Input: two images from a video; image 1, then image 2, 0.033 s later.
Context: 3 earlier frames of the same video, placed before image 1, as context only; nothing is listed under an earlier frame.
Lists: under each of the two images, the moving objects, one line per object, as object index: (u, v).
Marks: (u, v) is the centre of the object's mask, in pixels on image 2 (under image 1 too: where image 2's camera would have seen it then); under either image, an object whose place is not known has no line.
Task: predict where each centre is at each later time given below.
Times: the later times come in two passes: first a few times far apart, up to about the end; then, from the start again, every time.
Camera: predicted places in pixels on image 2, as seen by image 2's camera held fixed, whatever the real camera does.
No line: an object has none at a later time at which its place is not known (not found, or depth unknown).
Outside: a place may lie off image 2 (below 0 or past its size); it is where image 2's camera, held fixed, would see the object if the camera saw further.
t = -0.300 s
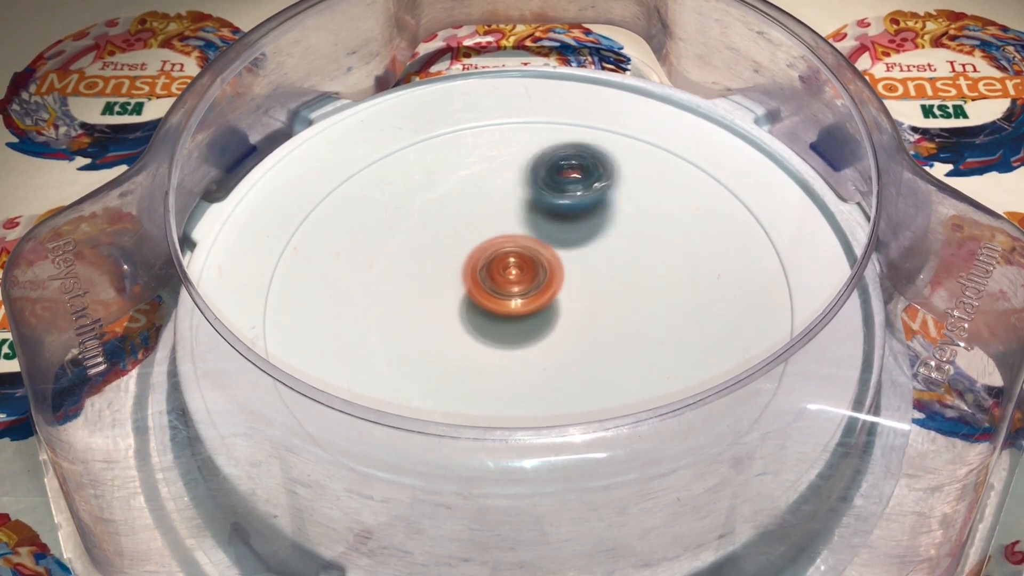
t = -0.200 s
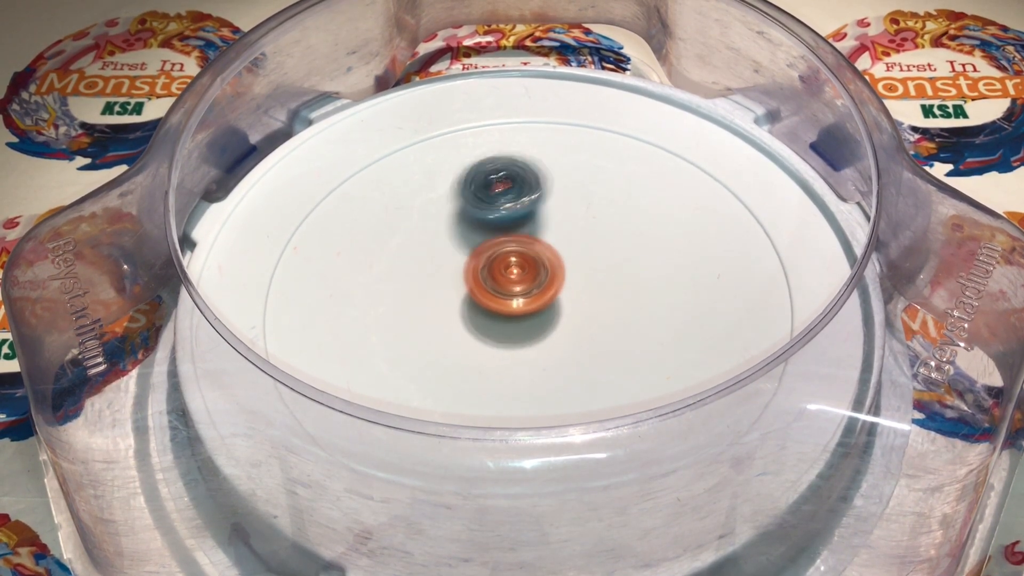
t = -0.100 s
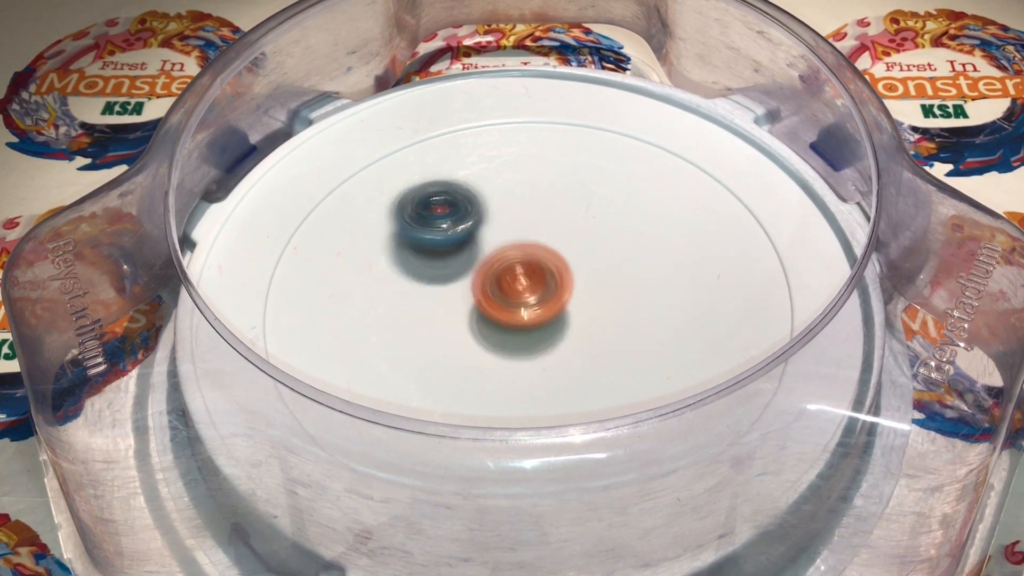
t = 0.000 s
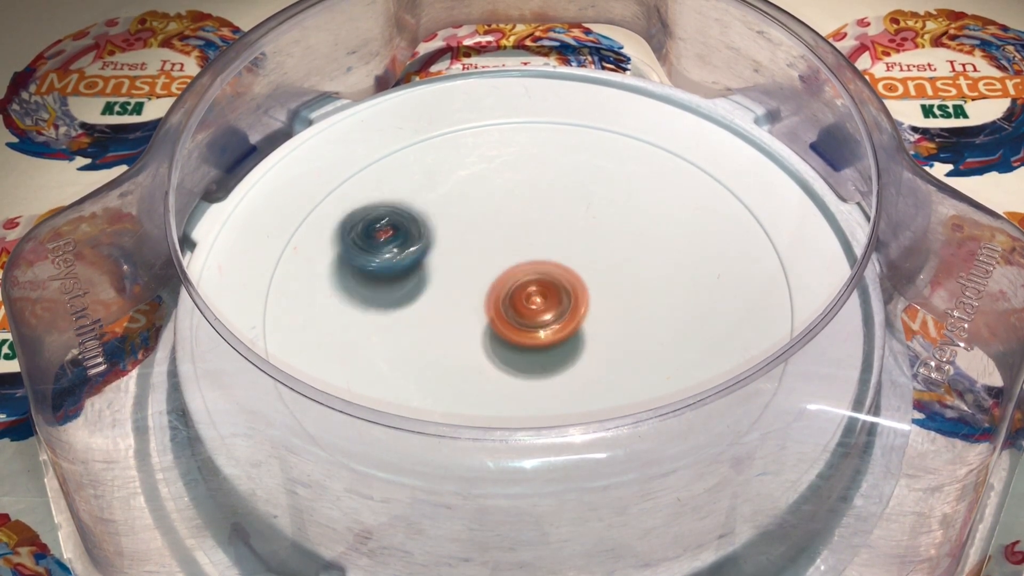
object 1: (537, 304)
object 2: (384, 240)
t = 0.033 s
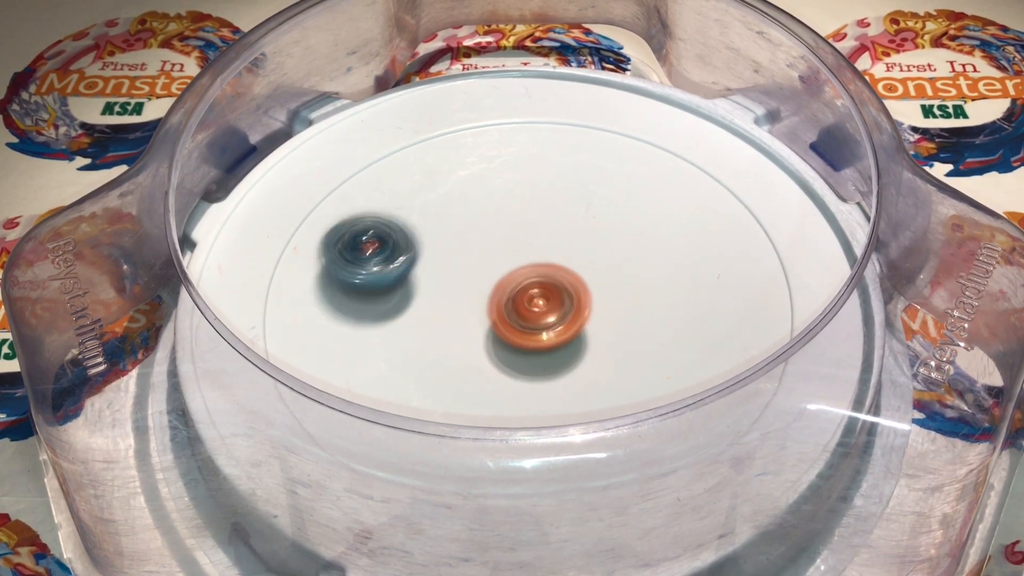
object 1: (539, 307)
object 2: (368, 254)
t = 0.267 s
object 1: (539, 299)
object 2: (401, 365)
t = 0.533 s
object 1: (535, 275)
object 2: (600, 358)
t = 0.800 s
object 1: (512, 261)
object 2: (647, 236)
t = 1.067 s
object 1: (486, 269)
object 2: (509, 183)
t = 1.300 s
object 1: (486, 295)
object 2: (407, 240)
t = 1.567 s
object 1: (606, 352)
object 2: (395, 300)
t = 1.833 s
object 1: (720, 343)
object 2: (330, 273)
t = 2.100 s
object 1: (634, 314)
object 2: (463, 259)
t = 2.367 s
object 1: (534, 323)
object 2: (557, 190)
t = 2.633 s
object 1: (452, 277)
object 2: (593, 156)
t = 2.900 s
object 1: (451, 234)
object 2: (582, 253)
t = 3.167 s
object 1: (507, 231)
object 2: (546, 346)
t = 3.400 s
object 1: (569, 255)
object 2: (485, 394)
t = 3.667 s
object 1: (599, 306)
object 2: (468, 364)
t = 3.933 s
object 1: (555, 346)
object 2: (464, 272)
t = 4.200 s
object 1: (489, 330)
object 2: (489, 193)
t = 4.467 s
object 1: (448, 278)
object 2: (502, 189)
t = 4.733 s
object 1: (435, 259)
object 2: (593, 235)
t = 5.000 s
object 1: (500, 266)
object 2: (614, 306)
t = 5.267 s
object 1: (525, 251)
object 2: (570, 388)
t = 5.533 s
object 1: (531, 264)
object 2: (502, 356)
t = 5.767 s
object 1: (560, 220)
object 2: (489, 339)
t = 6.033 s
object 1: (553, 230)
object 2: (542, 336)
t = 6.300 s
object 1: (523, 248)
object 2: (546, 361)
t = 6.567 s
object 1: (488, 250)
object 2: (497, 345)
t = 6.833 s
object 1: (479, 242)
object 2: (525, 320)
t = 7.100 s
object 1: (490, 253)
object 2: (559, 331)
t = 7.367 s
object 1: (487, 274)
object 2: (527, 360)
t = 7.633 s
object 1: (484, 262)
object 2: (485, 362)
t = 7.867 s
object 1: (502, 241)
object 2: (483, 345)
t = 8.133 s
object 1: (524, 252)
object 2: (535, 338)
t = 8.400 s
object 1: (533, 256)
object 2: (535, 357)
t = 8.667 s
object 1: (539, 248)
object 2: (464, 313)
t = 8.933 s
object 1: (532, 248)
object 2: (424, 293)
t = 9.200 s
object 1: (518, 250)
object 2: (462, 310)
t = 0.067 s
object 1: (541, 307)
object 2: (358, 268)
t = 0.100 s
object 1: (541, 307)
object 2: (351, 285)
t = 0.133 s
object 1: (541, 306)
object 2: (349, 302)
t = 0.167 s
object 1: (541, 304)
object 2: (354, 320)
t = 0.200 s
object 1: (541, 303)
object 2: (365, 338)
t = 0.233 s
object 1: (540, 301)
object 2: (380, 353)
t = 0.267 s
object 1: (539, 299)
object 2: (401, 365)
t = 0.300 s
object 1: (538, 297)
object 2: (425, 374)
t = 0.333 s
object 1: (538, 296)
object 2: (450, 379)
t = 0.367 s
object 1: (538, 294)
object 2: (479, 380)
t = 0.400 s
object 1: (537, 292)
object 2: (505, 381)
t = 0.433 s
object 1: (537, 291)
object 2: (531, 375)
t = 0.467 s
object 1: (537, 288)
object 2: (555, 371)
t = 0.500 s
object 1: (537, 280)
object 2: (578, 367)
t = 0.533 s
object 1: (535, 275)
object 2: (600, 358)
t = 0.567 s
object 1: (533, 273)
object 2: (621, 347)
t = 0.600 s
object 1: (530, 270)
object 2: (636, 333)
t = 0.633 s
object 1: (527, 268)
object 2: (649, 317)
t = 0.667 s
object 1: (524, 266)
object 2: (658, 300)
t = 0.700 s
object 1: (521, 264)
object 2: (662, 283)
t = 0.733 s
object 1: (518, 263)
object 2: (662, 268)
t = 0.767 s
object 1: (515, 262)
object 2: (656, 251)
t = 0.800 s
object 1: (512, 261)
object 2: (647, 236)
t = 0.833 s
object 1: (510, 260)
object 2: (634, 222)
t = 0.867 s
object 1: (508, 260)
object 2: (619, 212)
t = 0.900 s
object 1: (506, 259)
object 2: (601, 203)
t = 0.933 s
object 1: (504, 259)
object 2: (581, 198)
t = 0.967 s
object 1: (503, 259)
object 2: (561, 194)
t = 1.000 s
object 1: (495, 264)
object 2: (546, 188)
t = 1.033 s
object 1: (489, 267)
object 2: (528, 184)
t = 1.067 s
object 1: (486, 269)
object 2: (509, 183)
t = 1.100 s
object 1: (484, 270)
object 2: (490, 186)
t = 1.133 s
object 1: (482, 271)
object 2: (471, 191)
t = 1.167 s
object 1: (481, 274)
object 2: (454, 198)
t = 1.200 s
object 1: (481, 282)
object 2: (438, 203)
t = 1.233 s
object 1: (482, 288)
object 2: (425, 213)
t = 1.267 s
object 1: (484, 292)
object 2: (414, 225)
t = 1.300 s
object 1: (486, 295)
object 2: (407, 240)
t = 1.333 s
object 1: (497, 305)
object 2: (400, 250)
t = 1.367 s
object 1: (508, 313)
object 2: (394, 261)
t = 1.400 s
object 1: (517, 320)
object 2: (392, 273)
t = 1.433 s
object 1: (524, 325)
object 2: (397, 288)
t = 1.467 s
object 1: (529, 328)
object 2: (407, 301)
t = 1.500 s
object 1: (534, 329)
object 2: (421, 312)
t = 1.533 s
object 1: (560, 338)
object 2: (420, 313)
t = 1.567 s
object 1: (606, 352)
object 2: (395, 300)
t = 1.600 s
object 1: (646, 360)
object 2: (376, 289)
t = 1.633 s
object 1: (675, 361)
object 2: (363, 283)
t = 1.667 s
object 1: (694, 358)
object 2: (351, 278)
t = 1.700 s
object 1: (706, 355)
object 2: (339, 273)
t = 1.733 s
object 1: (720, 360)
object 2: (330, 271)
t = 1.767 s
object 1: (719, 349)
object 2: (325, 271)
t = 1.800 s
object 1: (721, 346)
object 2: (325, 271)
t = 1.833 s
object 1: (720, 343)
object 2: (330, 273)
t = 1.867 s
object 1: (716, 340)
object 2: (340, 277)
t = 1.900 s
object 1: (708, 336)
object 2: (355, 278)
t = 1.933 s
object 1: (697, 330)
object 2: (373, 277)
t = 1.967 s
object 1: (686, 327)
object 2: (392, 274)
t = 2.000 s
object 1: (673, 324)
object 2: (411, 271)
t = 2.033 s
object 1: (661, 320)
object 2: (429, 268)
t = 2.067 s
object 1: (647, 318)
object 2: (446, 263)
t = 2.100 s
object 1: (634, 314)
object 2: (463, 259)
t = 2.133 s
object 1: (622, 311)
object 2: (479, 255)
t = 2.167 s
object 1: (610, 307)
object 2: (494, 251)
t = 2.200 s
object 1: (597, 305)
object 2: (510, 247)
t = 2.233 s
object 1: (585, 303)
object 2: (526, 242)
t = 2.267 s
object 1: (574, 314)
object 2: (535, 224)
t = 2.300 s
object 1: (561, 321)
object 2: (541, 209)
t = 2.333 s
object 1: (547, 325)
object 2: (549, 198)
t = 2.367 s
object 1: (534, 323)
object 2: (557, 190)
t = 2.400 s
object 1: (522, 320)
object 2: (565, 180)
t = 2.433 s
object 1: (510, 316)
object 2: (572, 173)
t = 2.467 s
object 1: (498, 311)
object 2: (578, 166)
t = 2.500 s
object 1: (487, 305)
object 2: (584, 160)
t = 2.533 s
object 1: (476, 298)
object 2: (590, 154)
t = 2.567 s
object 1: (467, 291)
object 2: (594, 152)
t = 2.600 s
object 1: (459, 284)
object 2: (595, 152)
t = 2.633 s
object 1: (452, 277)
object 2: (593, 156)
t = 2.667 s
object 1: (447, 269)
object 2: (592, 162)
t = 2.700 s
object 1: (443, 262)
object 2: (589, 172)
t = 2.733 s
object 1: (441, 256)
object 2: (587, 186)
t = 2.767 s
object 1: (441, 250)
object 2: (585, 200)
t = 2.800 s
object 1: (442, 245)
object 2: (585, 214)
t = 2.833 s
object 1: (444, 241)
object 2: (584, 227)
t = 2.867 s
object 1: (447, 237)
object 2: (583, 240)
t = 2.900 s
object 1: (451, 234)
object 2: (582, 253)
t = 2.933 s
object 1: (456, 232)
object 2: (581, 265)
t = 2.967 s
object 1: (462, 231)
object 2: (578, 278)
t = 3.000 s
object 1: (468, 229)
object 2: (575, 289)
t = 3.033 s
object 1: (475, 229)
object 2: (571, 302)
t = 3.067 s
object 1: (482, 230)
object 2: (566, 313)
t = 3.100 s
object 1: (489, 230)
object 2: (561, 324)
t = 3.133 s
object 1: (498, 230)
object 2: (555, 335)
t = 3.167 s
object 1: (507, 231)
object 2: (546, 346)
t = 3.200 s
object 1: (515, 232)
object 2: (538, 355)
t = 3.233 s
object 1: (525, 234)
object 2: (529, 365)
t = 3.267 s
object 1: (534, 237)
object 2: (520, 374)
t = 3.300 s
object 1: (543, 240)
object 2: (511, 382)
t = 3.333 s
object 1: (552, 244)
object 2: (502, 387)
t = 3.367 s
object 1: (561, 249)
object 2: (493, 391)
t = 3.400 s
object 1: (569, 255)
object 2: (485, 394)
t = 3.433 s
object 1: (576, 260)
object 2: (480, 396)
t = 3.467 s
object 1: (583, 266)
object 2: (475, 397)
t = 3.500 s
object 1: (588, 272)
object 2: (474, 396)
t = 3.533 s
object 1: (593, 279)
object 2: (472, 395)
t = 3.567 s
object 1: (596, 286)
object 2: (472, 391)
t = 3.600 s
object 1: (598, 293)
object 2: (471, 385)
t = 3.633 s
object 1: (599, 299)
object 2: (469, 376)
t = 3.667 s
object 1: (599, 306)
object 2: (468, 364)
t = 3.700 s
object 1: (597, 312)
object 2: (467, 351)
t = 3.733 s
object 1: (594, 319)
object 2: (466, 339)
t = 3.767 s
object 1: (590, 323)
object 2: (464, 328)
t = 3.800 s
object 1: (584, 329)
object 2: (463, 316)
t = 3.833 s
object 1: (578, 334)
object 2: (462, 306)
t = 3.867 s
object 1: (570, 339)
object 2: (462, 293)
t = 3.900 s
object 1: (563, 343)
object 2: (463, 282)
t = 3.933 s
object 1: (555, 346)
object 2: (464, 272)
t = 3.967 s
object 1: (547, 348)
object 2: (466, 261)
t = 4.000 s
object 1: (538, 347)
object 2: (469, 249)
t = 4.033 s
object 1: (529, 346)
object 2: (472, 240)
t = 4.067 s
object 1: (521, 348)
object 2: (475, 229)
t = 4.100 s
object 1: (512, 342)
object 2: (479, 220)
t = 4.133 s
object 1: (504, 339)
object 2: (482, 211)
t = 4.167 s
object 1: (496, 335)
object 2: (486, 202)
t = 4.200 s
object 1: (489, 330)
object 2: (489, 193)
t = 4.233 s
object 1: (481, 326)
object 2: (492, 185)
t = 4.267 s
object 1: (474, 320)
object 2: (494, 179)
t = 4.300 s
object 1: (467, 313)
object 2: (495, 174)
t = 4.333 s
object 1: (461, 306)
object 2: (496, 172)
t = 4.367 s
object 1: (456, 299)
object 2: (496, 172)
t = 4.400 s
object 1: (451, 291)
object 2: (497, 176)
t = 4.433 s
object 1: (449, 284)
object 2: (499, 182)
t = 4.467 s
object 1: (448, 278)
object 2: (502, 189)
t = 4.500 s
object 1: (448, 270)
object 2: (506, 199)
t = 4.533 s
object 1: (445, 266)
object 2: (514, 208)
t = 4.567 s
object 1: (433, 265)
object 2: (536, 212)
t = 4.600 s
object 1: (426, 263)
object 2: (552, 216)
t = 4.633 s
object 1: (424, 262)
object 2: (565, 220)
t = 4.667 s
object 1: (426, 261)
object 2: (575, 224)
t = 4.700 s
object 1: (430, 260)
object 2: (585, 228)
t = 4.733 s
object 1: (435, 259)
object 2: (593, 235)
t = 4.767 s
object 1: (441, 259)
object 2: (602, 242)
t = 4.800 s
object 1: (448, 258)
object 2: (608, 250)
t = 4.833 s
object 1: (455, 258)
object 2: (613, 259)
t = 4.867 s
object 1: (463, 258)
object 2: (617, 268)
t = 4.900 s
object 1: (470, 259)
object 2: (619, 277)
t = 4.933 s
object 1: (480, 261)
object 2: (619, 287)
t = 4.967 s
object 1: (490, 263)
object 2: (617, 296)
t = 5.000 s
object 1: (500, 266)
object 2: (614, 306)
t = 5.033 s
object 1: (510, 269)
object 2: (609, 315)
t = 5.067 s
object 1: (520, 272)
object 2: (603, 325)
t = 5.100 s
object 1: (521, 263)
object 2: (603, 343)
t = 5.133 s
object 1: (520, 254)
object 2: (602, 363)
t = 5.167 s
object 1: (522, 249)
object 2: (596, 373)
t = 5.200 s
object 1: (524, 247)
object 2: (587, 382)
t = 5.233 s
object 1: (526, 249)
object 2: (579, 386)
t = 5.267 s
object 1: (525, 251)
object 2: (570, 388)
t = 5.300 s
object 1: (526, 253)
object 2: (560, 380)
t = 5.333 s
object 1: (528, 256)
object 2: (550, 388)
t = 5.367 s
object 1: (528, 258)
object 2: (540, 385)
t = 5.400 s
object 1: (527, 262)
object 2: (530, 381)
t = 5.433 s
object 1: (526, 264)
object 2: (522, 375)
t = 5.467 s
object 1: (526, 267)
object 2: (516, 367)
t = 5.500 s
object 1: (525, 270)
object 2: (512, 358)
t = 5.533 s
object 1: (531, 264)
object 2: (502, 356)
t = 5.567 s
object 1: (542, 246)
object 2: (487, 362)
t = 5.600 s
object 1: (552, 234)
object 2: (477, 367)
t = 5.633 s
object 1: (558, 227)
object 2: (470, 365)
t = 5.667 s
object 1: (561, 224)
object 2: (467, 358)
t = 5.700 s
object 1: (560, 223)
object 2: (472, 349)
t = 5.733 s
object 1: (560, 221)
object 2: (481, 344)
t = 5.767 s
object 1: (560, 220)
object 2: (489, 339)
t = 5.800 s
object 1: (559, 220)
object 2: (497, 337)
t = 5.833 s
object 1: (560, 220)
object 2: (503, 337)
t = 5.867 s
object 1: (559, 220)
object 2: (509, 334)
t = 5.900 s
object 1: (559, 221)
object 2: (517, 334)
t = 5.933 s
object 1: (559, 223)
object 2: (525, 333)
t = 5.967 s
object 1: (557, 225)
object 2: (531, 333)
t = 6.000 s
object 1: (555, 227)
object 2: (537, 334)
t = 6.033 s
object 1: (553, 230)
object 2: (542, 336)
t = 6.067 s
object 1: (551, 232)
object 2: (546, 336)
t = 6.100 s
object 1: (548, 235)
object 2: (550, 338)
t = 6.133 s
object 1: (544, 238)
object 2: (554, 341)
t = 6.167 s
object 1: (541, 240)
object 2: (556, 345)
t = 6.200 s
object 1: (538, 242)
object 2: (557, 347)
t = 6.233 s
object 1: (533, 245)
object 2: (556, 352)
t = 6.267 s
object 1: (529, 246)
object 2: (552, 357)
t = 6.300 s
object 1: (523, 248)
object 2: (546, 361)
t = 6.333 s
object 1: (517, 250)
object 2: (539, 363)
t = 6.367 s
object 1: (513, 251)
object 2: (532, 365)
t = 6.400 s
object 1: (507, 251)
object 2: (524, 365)
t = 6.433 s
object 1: (502, 252)
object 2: (515, 362)
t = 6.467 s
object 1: (498, 252)
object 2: (509, 360)
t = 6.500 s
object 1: (494, 251)
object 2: (503, 356)
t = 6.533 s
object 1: (491, 251)
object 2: (499, 351)
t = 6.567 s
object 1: (488, 250)
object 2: (497, 345)
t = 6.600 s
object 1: (486, 249)
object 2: (497, 340)
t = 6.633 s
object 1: (483, 248)
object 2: (499, 335)
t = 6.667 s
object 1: (482, 247)
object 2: (502, 331)
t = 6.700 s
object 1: (481, 245)
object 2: (508, 328)
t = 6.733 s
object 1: (480, 244)
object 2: (511, 325)
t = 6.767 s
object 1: (479, 243)
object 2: (516, 324)
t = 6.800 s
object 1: (479, 242)
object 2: (520, 322)
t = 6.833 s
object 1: (479, 242)
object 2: (525, 320)
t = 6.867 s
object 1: (481, 242)
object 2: (529, 320)
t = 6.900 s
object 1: (482, 243)
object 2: (535, 320)
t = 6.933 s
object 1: (483, 243)
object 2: (539, 319)
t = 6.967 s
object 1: (485, 245)
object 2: (544, 319)
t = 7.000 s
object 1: (487, 246)
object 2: (548, 321)
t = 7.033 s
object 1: (487, 248)
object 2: (553, 323)
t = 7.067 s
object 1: (489, 250)
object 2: (557, 326)
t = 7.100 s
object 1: (490, 253)
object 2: (559, 331)
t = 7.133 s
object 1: (491, 255)
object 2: (561, 335)
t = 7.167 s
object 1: (491, 258)
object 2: (561, 339)
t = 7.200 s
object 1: (491, 260)
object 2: (558, 345)
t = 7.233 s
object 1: (491, 263)
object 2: (554, 348)
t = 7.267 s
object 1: (490, 266)
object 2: (548, 352)
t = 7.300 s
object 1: (490, 269)
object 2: (542, 355)
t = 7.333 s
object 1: (489, 271)
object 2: (535, 358)
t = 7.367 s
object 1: (487, 274)
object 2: (527, 360)
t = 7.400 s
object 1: (486, 276)
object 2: (517, 358)
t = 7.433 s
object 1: (484, 278)
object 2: (511, 357)
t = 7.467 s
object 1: (483, 278)
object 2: (503, 360)
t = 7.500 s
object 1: (483, 269)
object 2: (494, 366)
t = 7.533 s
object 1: (485, 264)
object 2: (491, 368)
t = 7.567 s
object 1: (486, 263)
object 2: (489, 367)
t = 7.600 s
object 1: (486, 263)
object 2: (488, 365)
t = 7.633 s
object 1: (484, 262)
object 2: (485, 362)
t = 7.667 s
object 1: (484, 261)
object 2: (481, 356)
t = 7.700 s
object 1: (484, 260)
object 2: (479, 350)
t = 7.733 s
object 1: (485, 259)
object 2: (481, 344)
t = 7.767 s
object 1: (486, 258)
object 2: (485, 341)
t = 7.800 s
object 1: (491, 250)
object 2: (484, 345)
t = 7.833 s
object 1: (497, 243)
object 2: (482, 348)
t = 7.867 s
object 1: (502, 241)
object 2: (483, 345)
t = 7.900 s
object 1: (506, 241)
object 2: (489, 343)
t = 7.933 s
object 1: (508, 241)
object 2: (500, 340)
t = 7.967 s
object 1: (511, 241)
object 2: (511, 340)
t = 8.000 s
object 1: (514, 242)
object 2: (516, 340)
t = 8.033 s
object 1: (516, 243)
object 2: (520, 341)
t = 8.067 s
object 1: (519, 246)
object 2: (524, 341)
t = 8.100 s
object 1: (523, 248)
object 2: (529, 339)
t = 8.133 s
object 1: (524, 252)
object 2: (535, 338)
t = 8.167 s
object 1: (527, 256)
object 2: (542, 337)
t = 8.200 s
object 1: (529, 257)
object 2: (549, 342)
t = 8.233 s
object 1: (535, 252)
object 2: (550, 353)
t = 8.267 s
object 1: (538, 252)
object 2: (548, 360)
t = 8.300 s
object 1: (538, 254)
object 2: (543, 363)
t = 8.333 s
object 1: (536, 256)
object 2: (541, 362)
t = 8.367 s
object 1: (534, 256)
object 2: (538, 360)
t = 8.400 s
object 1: (533, 256)
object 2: (535, 357)
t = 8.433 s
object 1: (532, 257)
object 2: (533, 351)
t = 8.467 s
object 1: (531, 258)
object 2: (531, 347)
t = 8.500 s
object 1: (532, 257)
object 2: (525, 342)
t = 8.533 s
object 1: (536, 250)
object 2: (513, 340)
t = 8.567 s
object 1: (540, 246)
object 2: (500, 335)
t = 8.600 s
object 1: (542, 246)
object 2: (488, 329)
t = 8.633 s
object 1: (541, 248)
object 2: (476, 320)
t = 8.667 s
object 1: (539, 248)
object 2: (464, 313)
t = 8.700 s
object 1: (537, 247)
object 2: (453, 307)
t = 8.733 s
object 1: (537, 245)
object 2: (445, 301)
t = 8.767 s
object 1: (537, 246)
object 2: (436, 297)
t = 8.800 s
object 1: (537, 246)
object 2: (431, 295)
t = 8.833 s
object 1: (536, 248)
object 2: (426, 294)
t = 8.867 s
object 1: (534, 248)
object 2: (422, 293)
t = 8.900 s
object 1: (533, 249)
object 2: (422, 293)
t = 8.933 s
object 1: (532, 248)
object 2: (424, 293)
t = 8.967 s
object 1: (531, 249)
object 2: (428, 293)
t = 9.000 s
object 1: (530, 249)
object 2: (433, 295)
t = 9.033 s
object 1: (528, 250)
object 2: (439, 295)
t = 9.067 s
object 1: (526, 250)
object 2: (445, 296)
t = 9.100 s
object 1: (524, 251)
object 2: (450, 299)
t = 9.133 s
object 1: (521, 250)
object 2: (455, 303)
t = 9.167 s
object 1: (520, 251)
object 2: (460, 307)
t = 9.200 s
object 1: (518, 250)
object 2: (462, 310)
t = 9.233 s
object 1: (517, 250)
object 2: (463, 314)
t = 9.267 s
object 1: (516, 249)
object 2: (465, 315)
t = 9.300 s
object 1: (515, 249)
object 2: (465, 315)
